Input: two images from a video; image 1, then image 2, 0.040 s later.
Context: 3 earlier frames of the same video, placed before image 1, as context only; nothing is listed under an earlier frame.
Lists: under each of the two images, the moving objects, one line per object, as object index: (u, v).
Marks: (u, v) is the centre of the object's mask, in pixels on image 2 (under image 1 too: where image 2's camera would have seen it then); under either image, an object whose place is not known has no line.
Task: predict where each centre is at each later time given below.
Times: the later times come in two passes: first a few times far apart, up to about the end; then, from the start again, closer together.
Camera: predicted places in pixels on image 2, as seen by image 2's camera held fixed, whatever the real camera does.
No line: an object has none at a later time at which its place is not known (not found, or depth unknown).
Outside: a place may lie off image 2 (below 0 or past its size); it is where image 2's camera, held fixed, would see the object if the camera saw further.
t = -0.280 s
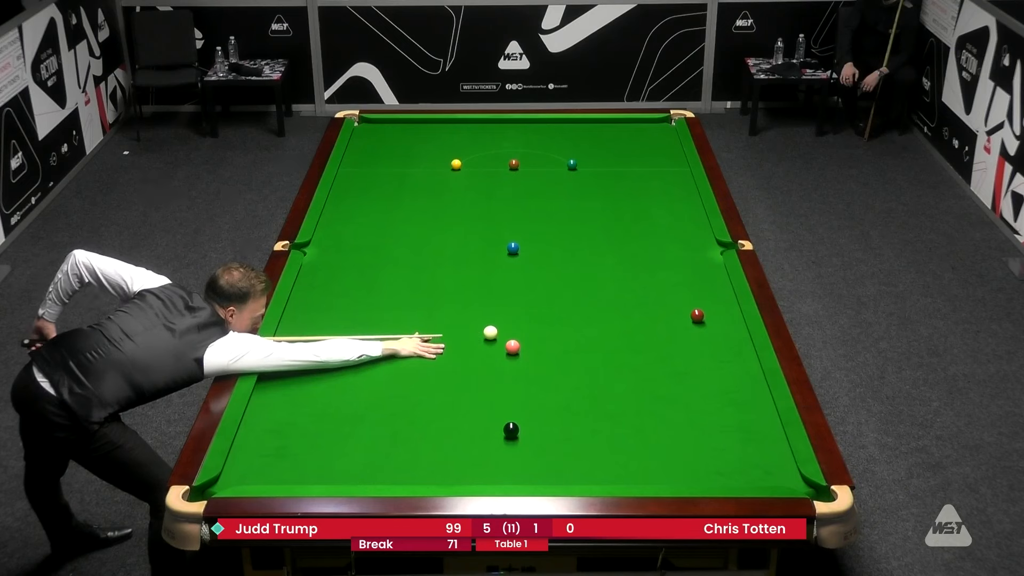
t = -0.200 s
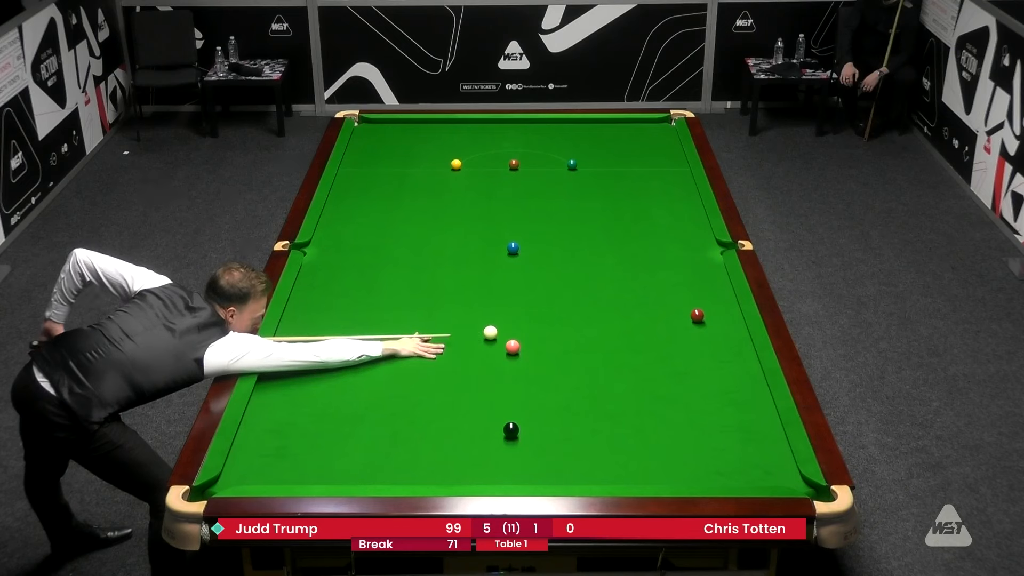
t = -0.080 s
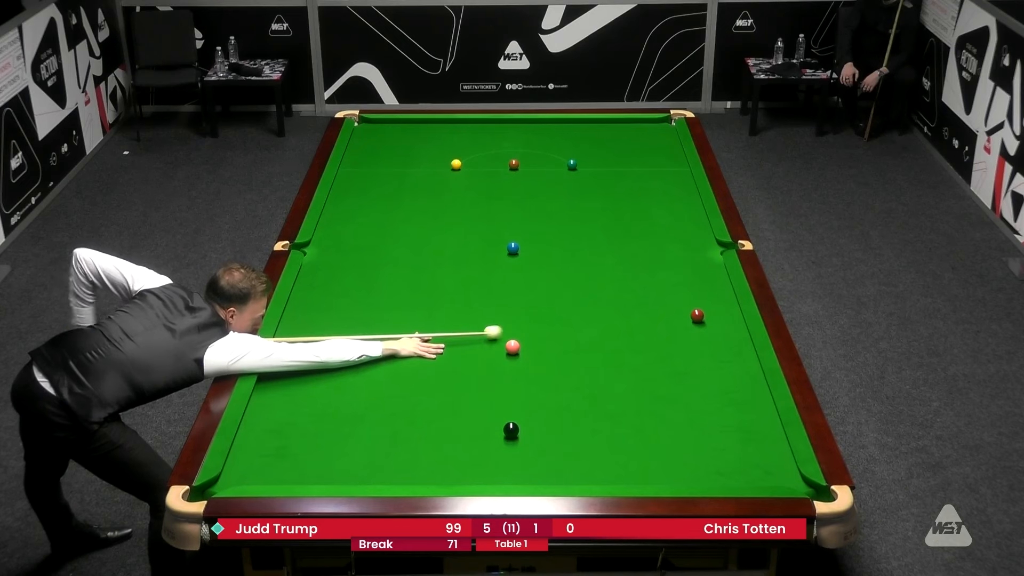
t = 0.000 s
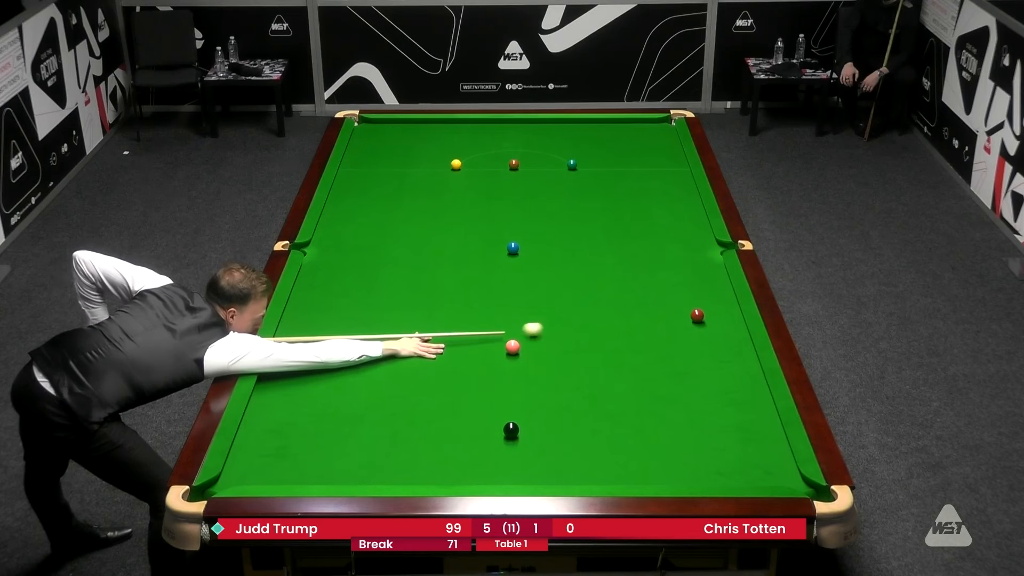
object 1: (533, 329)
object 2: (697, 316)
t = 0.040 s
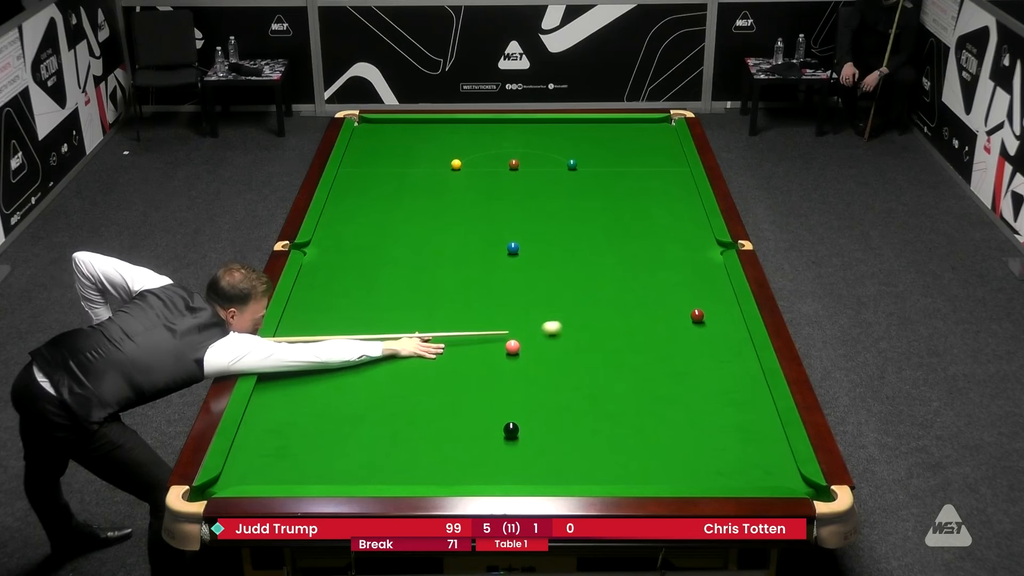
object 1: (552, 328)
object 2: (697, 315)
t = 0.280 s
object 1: (649, 321)
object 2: (697, 316)
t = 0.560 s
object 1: (701, 324)
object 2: (726, 307)
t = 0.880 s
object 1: (741, 331)
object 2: (672, 299)
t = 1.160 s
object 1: (725, 338)
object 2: (628, 292)
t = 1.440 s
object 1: (710, 345)
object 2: (588, 286)
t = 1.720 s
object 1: (696, 351)
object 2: (550, 280)
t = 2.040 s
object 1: (681, 358)
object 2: (509, 274)
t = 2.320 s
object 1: (668, 364)
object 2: (476, 269)
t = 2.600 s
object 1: (657, 368)
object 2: (445, 264)
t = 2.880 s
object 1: (647, 373)
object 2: (416, 259)
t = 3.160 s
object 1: (639, 376)
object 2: (389, 255)
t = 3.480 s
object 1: (630, 380)
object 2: (360, 250)
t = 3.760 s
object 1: (624, 382)
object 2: (337, 247)
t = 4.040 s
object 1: (619, 384)
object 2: (316, 243)
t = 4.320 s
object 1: (616, 386)
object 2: (321, 245)
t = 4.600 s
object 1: (614, 387)
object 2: (330, 248)
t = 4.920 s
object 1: (613, 388)
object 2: (339, 250)
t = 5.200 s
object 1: (613, 388)
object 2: (345, 252)
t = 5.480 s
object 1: (613, 388)
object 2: (350, 253)
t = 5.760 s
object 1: (613, 388)
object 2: (355, 254)
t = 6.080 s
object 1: (613, 388)
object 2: (358, 255)
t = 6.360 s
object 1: (613, 388)
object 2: (360, 255)
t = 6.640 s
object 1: (613, 388)
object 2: (361, 255)
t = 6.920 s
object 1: (613, 388)
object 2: (361, 255)
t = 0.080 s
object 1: (570, 326)
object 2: (697, 315)
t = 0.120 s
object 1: (588, 325)
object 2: (697, 315)
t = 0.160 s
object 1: (604, 324)
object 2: (697, 315)
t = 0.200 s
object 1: (620, 323)
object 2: (697, 315)
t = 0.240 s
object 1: (634, 322)
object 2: (697, 315)
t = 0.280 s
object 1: (649, 321)
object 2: (697, 316)
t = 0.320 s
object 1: (663, 320)
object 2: (697, 316)
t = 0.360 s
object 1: (678, 318)
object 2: (697, 316)
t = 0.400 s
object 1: (686, 319)
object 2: (703, 314)
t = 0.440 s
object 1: (689, 320)
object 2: (714, 312)
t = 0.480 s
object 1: (693, 322)
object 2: (724, 310)
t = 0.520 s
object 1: (697, 323)
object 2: (733, 308)
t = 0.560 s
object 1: (701, 324)
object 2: (726, 307)
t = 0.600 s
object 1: (706, 325)
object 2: (718, 306)
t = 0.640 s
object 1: (711, 326)
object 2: (711, 305)
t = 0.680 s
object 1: (716, 326)
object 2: (704, 303)
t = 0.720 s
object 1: (721, 327)
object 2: (698, 302)
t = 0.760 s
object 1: (726, 328)
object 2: (691, 302)
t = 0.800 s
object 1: (731, 329)
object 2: (685, 300)
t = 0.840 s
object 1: (736, 330)
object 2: (678, 299)
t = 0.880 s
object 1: (741, 331)
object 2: (672, 299)
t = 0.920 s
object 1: (740, 332)
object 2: (665, 298)
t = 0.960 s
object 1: (737, 333)
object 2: (659, 297)
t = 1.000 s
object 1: (735, 334)
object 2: (653, 296)
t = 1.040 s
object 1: (732, 335)
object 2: (647, 295)
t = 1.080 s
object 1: (730, 336)
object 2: (641, 294)
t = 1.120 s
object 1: (728, 337)
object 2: (635, 293)
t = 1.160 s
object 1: (725, 338)
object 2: (628, 292)
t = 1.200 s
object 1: (723, 339)
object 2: (622, 291)
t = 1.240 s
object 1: (721, 340)
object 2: (617, 290)
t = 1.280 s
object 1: (719, 341)
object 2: (611, 289)
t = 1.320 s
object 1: (716, 342)
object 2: (605, 288)
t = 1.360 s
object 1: (714, 343)
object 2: (599, 288)
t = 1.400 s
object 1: (712, 344)
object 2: (594, 287)
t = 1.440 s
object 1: (710, 345)
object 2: (588, 286)
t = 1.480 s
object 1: (708, 346)
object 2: (582, 285)
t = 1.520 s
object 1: (706, 347)
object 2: (577, 284)
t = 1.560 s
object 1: (704, 348)
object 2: (571, 283)
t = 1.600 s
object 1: (702, 349)
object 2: (566, 282)
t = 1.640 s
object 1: (700, 350)
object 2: (560, 282)
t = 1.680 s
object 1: (698, 351)
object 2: (555, 281)
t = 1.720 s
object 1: (696, 351)
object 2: (550, 280)
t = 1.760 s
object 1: (694, 352)
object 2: (545, 279)
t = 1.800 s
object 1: (692, 353)
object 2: (539, 278)
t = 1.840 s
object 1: (690, 354)
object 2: (534, 278)
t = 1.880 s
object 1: (688, 355)
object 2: (529, 277)
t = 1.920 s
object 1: (686, 356)
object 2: (524, 276)
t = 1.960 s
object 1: (684, 357)
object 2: (519, 275)
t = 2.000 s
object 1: (682, 357)
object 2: (514, 274)
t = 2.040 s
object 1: (681, 358)
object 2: (509, 274)
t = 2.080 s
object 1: (679, 359)
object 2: (504, 273)
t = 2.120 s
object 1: (677, 360)
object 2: (500, 272)
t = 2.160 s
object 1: (675, 361)
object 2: (495, 272)
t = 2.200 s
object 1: (673, 361)
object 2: (490, 271)
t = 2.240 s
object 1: (672, 362)
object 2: (485, 270)
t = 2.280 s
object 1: (670, 363)
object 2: (481, 269)
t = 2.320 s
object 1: (668, 364)
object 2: (476, 269)
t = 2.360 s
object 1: (667, 364)
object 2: (472, 268)
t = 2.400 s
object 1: (665, 365)
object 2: (467, 267)
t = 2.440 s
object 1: (663, 366)
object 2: (462, 266)
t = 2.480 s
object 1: (662, 367)
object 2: (458, 266)
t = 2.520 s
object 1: (660, 367)
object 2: (454, 265)
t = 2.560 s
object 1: (659, 368)
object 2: (449, 264)
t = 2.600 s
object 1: (657, 368)
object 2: (445, 264)
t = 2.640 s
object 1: (656, 369)
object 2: (441, 263)
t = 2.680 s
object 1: (654, 370)
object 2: (437, 262)
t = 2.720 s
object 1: (653, 370)
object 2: (433, 262)
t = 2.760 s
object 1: (651, 371)
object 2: (428, 261)
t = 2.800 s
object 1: (650, 371)
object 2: (424, 261)
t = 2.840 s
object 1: (649, 372)
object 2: (420, 260)
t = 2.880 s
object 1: (647, 373)
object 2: (416, 259)
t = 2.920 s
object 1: (646, 373)
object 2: (412, 259)
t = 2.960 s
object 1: (645, 374)
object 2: (408, 258)
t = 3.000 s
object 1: (643, 374)
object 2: (404, 258)
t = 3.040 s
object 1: (642, 375)
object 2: (400, 257)
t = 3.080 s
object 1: (641, 375)
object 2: (396, 256)
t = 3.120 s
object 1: (640, 376)
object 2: (393, 256)
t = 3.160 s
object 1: (639, 376)
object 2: (389, 255)
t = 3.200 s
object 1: (637, 377)
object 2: (385, 254)
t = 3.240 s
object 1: (636, 377)
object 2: (382, 254)
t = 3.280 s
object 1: (635, 378)
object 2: (378, 253)
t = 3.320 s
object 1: (634, 378)
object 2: (374, 253)
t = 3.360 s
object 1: (633, 379)
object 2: (371, 252)
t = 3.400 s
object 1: (632, 379)
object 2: (367, 252)
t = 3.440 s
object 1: (631, 379)
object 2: (364, 251)
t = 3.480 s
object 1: (630, 380)
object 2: (360, 250)
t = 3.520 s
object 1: (629, 380)
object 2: (357, 250)
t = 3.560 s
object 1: (628, 381)
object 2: (353, 249)
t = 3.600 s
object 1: (627, 381)
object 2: (350, 249)
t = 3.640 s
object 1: (627, 381)
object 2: (347, 248)
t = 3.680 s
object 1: (626, 382)
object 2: (344, 248)
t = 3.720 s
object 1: (625, 382)
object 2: (340, 247)
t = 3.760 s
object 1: (624, 382)
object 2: (337, 247)
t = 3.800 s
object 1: (624, 383)
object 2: (334, 246)
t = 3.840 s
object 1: (623, 383)
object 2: (331, 246)
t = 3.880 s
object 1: (622, 383)
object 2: (328, 245)
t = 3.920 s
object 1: (621, 383)
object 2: (325, 245)
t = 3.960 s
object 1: (621, 384)
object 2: (322, 244)
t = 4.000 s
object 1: (620, 384)
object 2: (319, 244)
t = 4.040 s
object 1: (619, 384)
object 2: (316, 243)
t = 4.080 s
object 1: (619, 385)
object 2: (313, 243)
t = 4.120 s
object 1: (618, 385)
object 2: (314, 243)
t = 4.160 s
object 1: (618, 385)
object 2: (316, 244)
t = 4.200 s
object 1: (617, 385)
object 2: (317, 244)
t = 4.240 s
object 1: (617, 386)
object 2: (319, 244)
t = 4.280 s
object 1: (616, 386)
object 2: (320, 245)
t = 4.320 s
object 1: (616, 386)
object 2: (321, 245)
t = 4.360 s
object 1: (615, 386)
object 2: (322, 245)
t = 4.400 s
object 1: (615, 386)
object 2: (324, 246)
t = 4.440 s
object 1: (615, 386)
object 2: (325, 246)
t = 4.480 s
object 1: (614, 387)
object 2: (326, 247)
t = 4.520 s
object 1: (614, 387)
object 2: (328, 247)
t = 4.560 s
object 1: (614, 387)
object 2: (329, 247)
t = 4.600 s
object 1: (614, 387)
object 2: (330, 248)
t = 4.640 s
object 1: (614, 387)
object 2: (331, 248)
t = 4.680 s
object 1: (614, 387)
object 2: (332, 248)
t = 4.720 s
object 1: (614, 387)
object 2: (333, 248)
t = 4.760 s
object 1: (613, 388)
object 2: (334, 249)
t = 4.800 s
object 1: (613, 388)
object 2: (336, 249)
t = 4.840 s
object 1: (613, 388)
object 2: (337, 249)
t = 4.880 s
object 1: (613, 388)
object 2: (338, 250)
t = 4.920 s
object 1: (613, 388)
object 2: (339, 250)
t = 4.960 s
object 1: (613, 388)
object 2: (340, 250)
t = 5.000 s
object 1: (613, 388)
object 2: (341, 250)
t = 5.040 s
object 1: (613, 388)
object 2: (342, 251)
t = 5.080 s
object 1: (613, 388)
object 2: (342, 251)
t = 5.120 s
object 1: (613, 388)
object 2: (343, 251)
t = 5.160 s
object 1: (613, 388)
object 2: (344, 251)
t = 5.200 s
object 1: (613, 388)
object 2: (345, 252)
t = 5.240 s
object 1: (613, 388)
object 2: (346, 252)
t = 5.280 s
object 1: (613, 388)
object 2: (347, 252)
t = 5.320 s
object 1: (613, 388)
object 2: (348, 252)
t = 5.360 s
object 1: (613, 388)
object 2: (348, 252)
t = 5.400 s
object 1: (613, 388)
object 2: (349, 253)
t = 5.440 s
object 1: (613, 388)
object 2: (350, 253)
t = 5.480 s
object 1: (613, 388)
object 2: (350, 253)
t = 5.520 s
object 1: (613, 388)
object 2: (351, 253)
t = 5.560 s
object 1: (613, 388)
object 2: (352, 253)
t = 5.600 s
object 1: (613, 388)
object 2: (352, 253)
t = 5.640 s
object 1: (613, 388)
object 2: (353, 254)
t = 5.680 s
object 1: (613, 388)
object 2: (354, 254)
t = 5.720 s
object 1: (613, 388)
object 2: (354, 254)
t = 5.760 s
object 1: (613, 388)
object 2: (355, 254)
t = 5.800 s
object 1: (613, 388)
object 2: (355, 254)
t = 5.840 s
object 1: (613, 388)
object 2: (356, 254)
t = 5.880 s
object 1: (613, 388)
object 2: (356, 254)
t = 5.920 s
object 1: (613, 388)
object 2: (357, 254)
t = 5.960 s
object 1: (613, 388)
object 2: (357, 254)
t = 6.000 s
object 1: (613, 388)
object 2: (358, 254)
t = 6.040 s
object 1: (613, 388)
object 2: (358, 255)
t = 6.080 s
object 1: (613, 388)
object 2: (358, 255)
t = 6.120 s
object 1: (613, 388)
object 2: (359, 255)
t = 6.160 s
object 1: (613, 388)
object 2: (359, 255)
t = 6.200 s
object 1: (613, 388)
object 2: (359, 255)
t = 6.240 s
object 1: (613, 388)
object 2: (360, 255)
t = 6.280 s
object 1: (613, 388)
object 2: (360, 255)
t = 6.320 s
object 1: (613, 388)
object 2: (360, 255)
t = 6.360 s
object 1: (613, 388)
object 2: (360, 255)
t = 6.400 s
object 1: (613, 388)
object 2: (360, 255)
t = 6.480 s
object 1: (613, 388)
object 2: (361, 255)
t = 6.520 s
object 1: (613, 388)
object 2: (361, 255)
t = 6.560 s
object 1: (613, 388)
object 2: (361, 255)
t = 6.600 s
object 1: (613, 388)
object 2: (361, 255)
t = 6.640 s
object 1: (613, 388)
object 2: (361, 255)
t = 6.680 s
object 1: (613, 388)
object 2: (361, 255)
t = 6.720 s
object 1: (613, 388)
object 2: (361, 255)
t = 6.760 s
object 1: (613, 388)
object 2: (361, 255)
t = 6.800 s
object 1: (613, 388)
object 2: (361, 255)
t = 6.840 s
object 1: (613, 388)
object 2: (361, 255)
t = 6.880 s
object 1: (613, 388)
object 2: (361, 255)
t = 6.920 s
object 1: (613, 388)
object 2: (361, 255)
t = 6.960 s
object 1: (613, 388)
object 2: (361, 255)
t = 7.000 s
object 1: (613, 388)
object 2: (361, 255)
